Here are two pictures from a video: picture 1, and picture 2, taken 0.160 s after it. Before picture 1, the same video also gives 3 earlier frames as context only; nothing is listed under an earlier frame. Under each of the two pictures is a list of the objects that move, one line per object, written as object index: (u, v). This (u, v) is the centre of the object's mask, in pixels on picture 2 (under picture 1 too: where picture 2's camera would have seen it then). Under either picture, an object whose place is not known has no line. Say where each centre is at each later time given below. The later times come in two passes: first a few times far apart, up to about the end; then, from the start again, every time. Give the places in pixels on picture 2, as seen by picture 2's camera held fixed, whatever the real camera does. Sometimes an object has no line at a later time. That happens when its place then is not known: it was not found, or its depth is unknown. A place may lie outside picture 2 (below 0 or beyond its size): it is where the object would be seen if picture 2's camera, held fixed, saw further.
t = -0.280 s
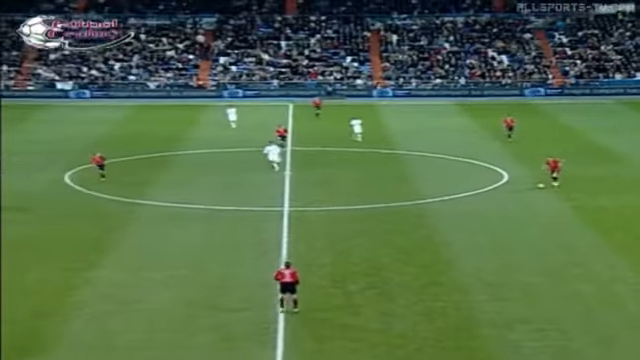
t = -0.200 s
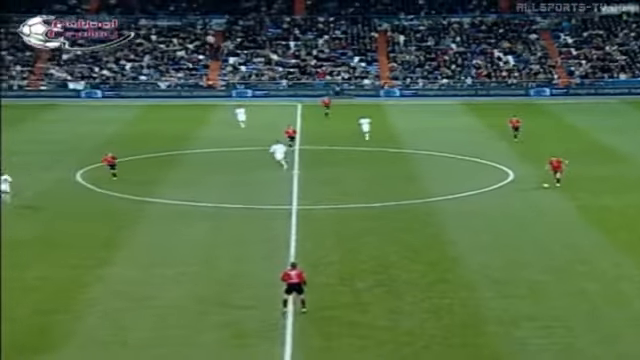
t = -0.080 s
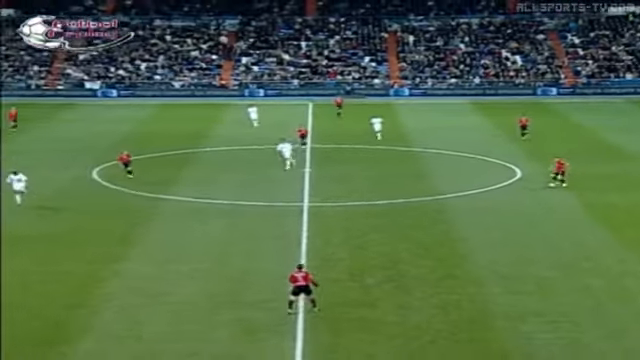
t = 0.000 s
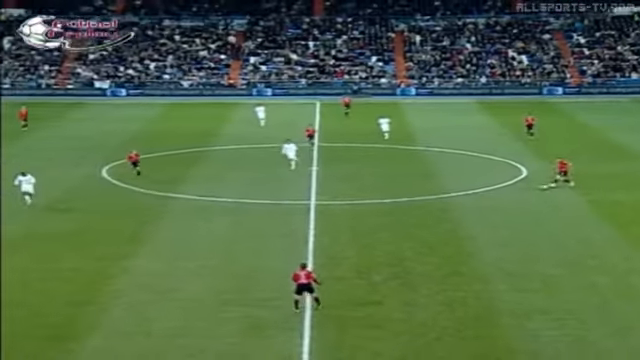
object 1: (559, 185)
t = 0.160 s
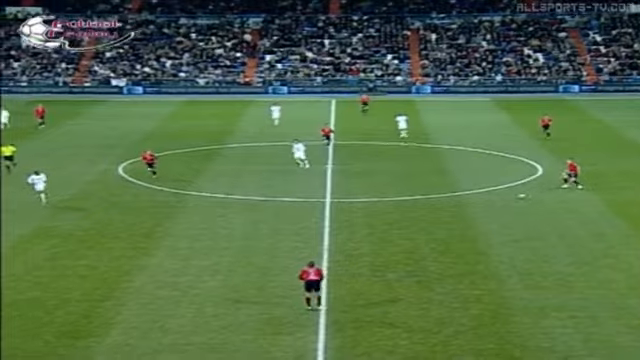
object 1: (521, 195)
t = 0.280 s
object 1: (492, 204)
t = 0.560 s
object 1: (432, 224)
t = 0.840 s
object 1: (377, 246)
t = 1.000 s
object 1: (348, 261)
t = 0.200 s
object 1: (511, 199)
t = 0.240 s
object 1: (502, 202)
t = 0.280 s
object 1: (492, 204)
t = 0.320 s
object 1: (484, 206)
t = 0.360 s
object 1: (475, 210)
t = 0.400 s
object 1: (466, 212)
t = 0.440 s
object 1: (457, 216)
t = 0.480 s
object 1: (449, 220)
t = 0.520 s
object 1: (440, 221)
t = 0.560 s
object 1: (432, 224)
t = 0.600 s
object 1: (424, 228)
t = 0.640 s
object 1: (416, 231)
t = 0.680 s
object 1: (408, 235)
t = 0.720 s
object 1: (401, 237)
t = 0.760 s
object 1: (392, 240)
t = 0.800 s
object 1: (384, 243)
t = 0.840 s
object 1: (377, 246)
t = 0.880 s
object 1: (370, 250)
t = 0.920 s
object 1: (363, 254)
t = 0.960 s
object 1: (355, 259)
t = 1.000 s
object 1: (348, 261)
